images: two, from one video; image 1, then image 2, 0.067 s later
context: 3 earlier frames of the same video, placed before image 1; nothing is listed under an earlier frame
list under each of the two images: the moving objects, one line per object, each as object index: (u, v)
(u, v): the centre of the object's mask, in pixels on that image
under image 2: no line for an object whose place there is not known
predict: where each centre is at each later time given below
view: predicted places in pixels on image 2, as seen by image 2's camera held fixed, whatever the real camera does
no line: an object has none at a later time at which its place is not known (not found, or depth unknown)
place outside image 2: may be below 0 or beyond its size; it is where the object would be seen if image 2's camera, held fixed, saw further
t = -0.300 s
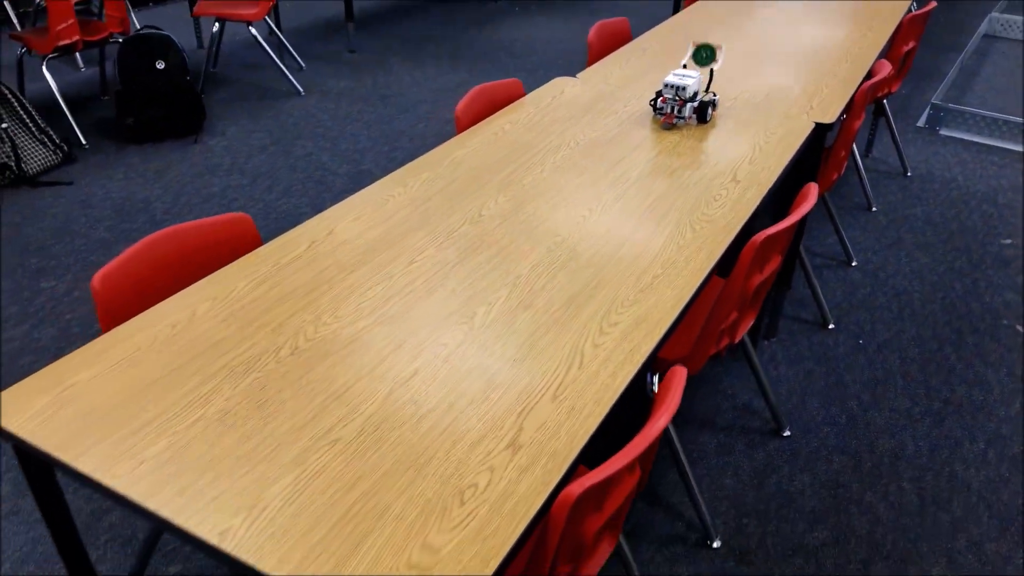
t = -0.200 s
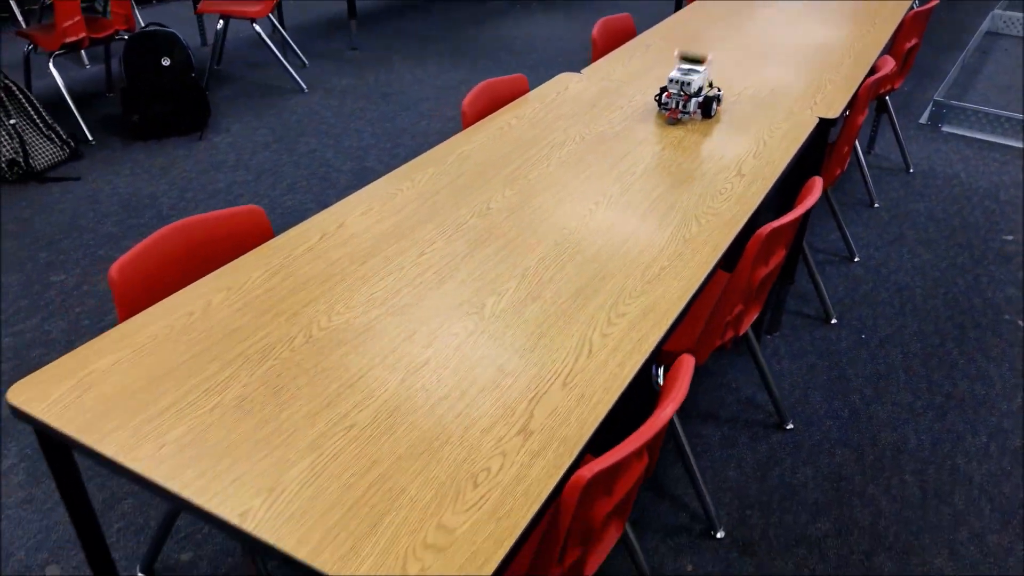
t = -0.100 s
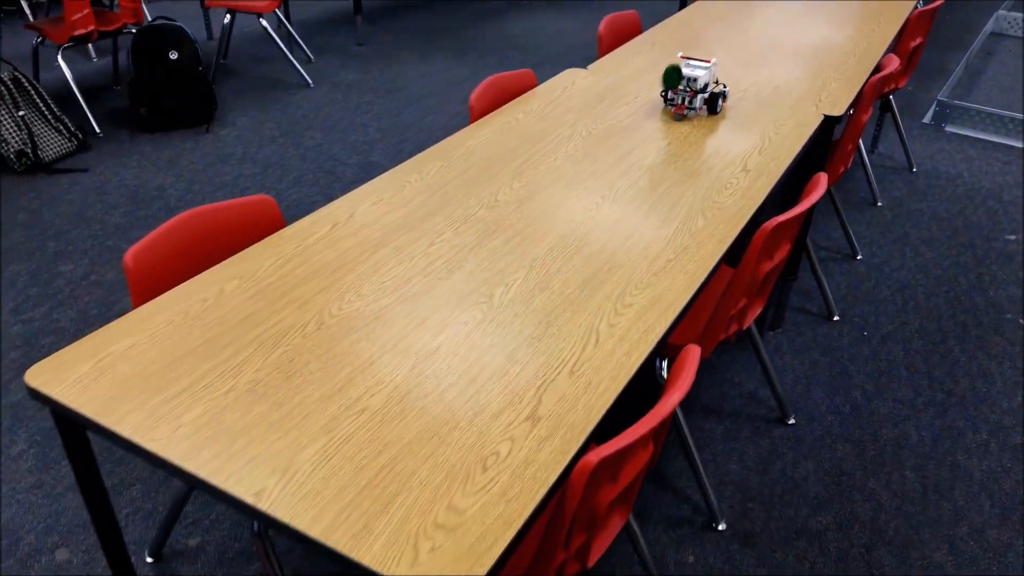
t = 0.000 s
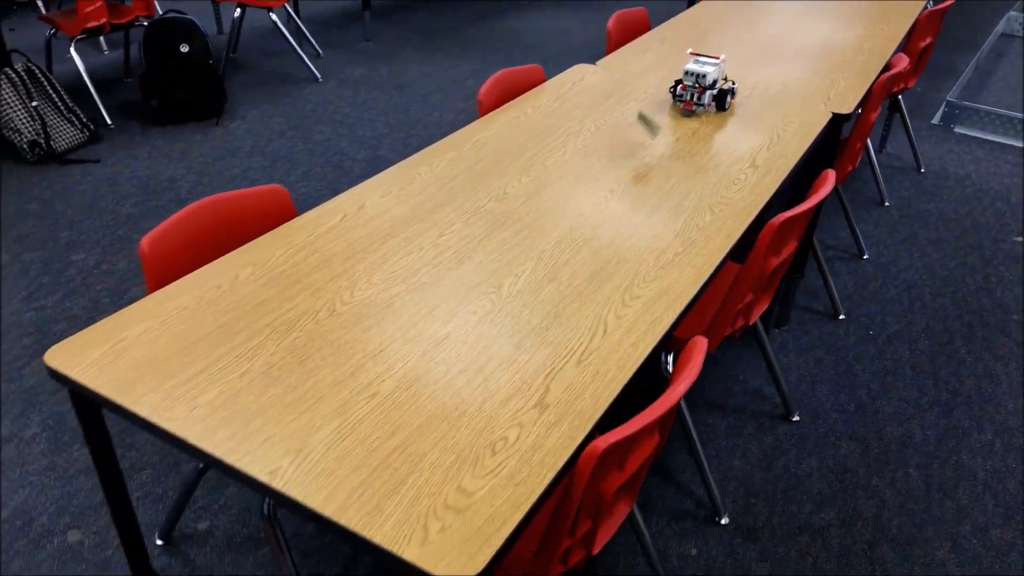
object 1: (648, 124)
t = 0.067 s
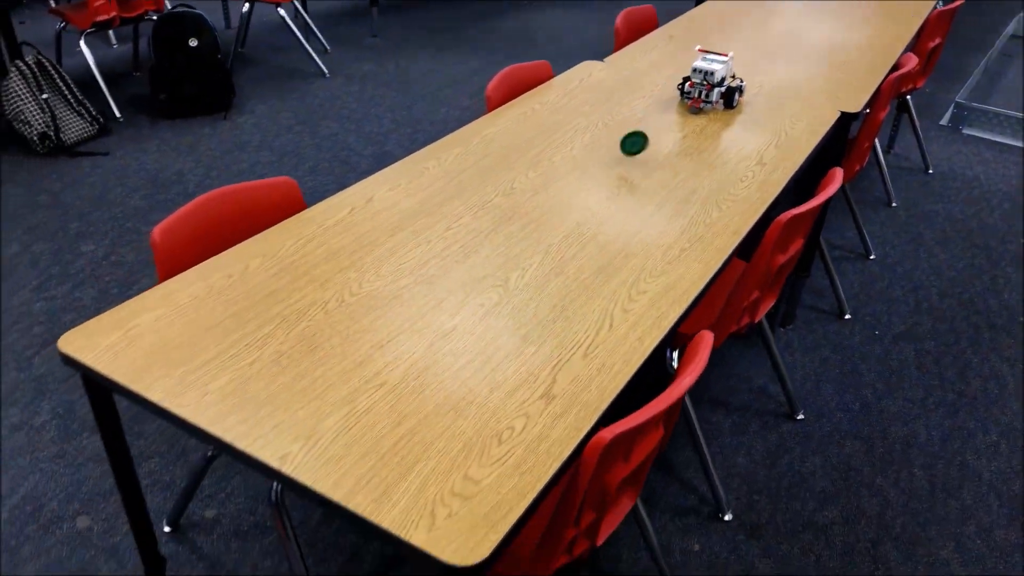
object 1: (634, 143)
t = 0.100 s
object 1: (623, 147)
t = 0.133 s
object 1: (612, 159)
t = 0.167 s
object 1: (599, 176)
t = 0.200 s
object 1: (586, 188)
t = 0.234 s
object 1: (574, 193)
